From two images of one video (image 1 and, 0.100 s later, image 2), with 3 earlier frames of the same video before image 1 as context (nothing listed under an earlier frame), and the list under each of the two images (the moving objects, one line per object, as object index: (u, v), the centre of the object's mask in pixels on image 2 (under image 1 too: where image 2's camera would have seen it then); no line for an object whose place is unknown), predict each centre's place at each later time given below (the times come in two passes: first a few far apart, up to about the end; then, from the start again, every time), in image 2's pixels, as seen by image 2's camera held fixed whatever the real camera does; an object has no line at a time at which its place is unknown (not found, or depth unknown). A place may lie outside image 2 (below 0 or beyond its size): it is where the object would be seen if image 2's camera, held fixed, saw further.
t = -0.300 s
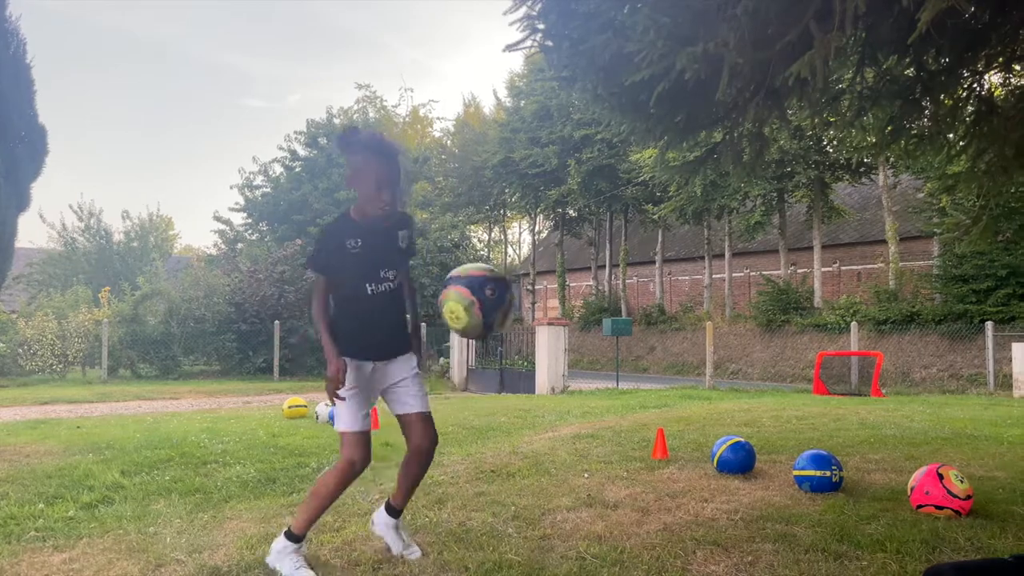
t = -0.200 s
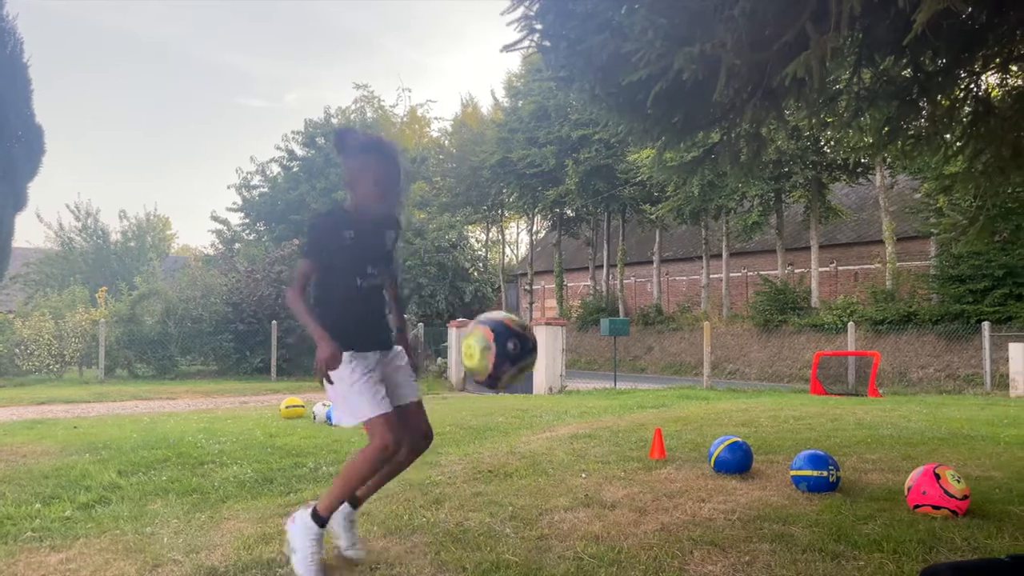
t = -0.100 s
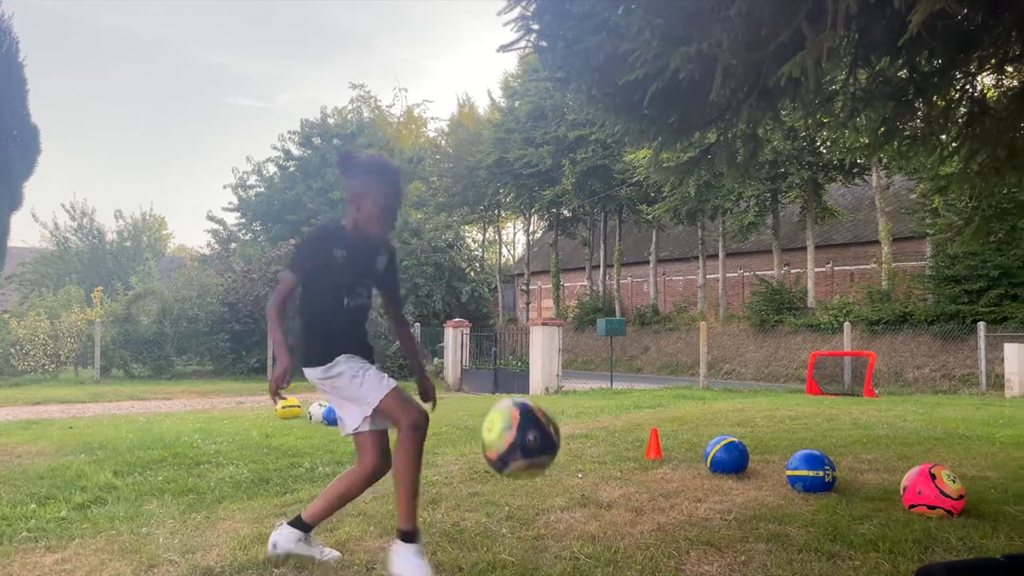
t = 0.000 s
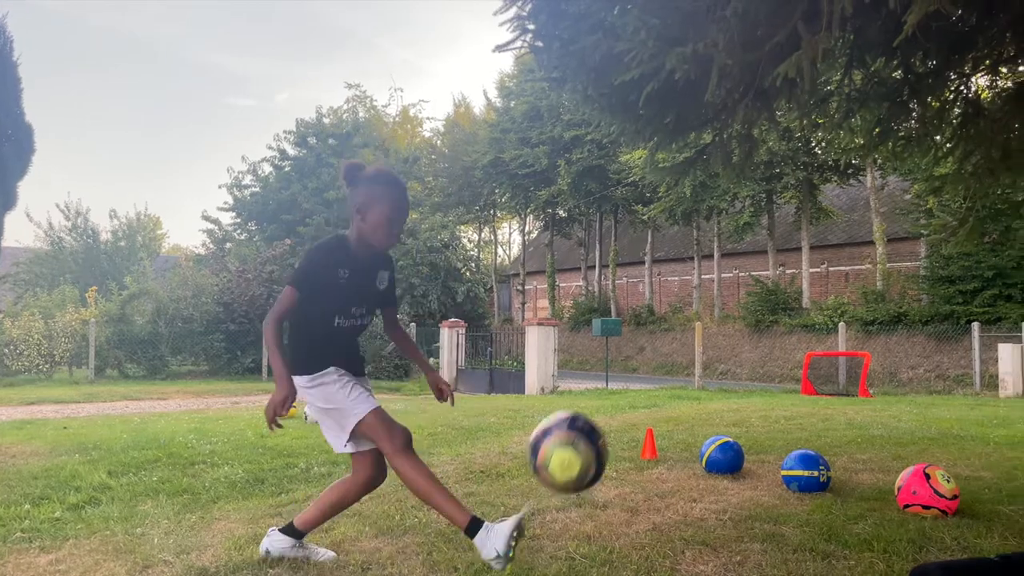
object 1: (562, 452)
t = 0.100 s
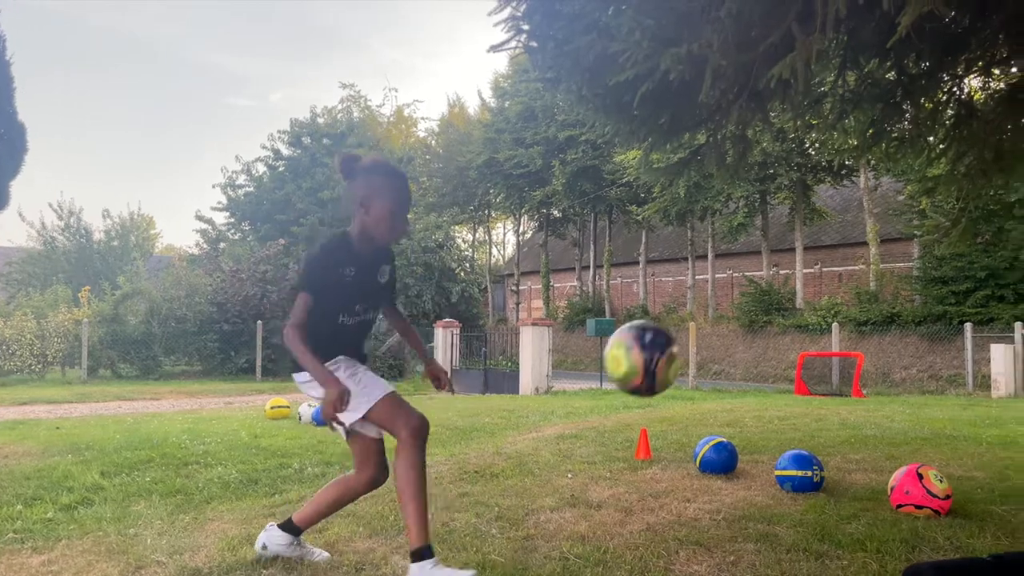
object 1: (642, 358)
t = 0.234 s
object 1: (740, 292)
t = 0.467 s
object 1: (900, 321)
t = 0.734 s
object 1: (1052, 512)
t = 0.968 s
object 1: (1071, 415)
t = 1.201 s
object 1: (1092, 466)
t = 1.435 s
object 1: (1119, 470)
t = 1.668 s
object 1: (1143, 467)
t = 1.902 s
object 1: (1161, 460)
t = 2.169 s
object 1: (1177, 456)
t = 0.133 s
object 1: (668, 336)
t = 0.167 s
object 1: (693, 318)
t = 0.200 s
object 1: (717, 303)
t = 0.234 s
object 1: (740, 292)
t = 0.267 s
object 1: (765, 286)
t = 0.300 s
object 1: (789, 282)
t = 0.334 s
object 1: (811, 284)
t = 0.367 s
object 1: (833, 287)
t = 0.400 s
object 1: (857, 296)
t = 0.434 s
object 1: (878, 307)
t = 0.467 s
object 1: (900, 321)
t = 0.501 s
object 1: (922, 339)
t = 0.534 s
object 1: (942, 360)
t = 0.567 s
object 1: (963, 384)
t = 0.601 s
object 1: (983, 411)
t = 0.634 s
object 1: (1004, 440)
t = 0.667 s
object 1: (1022, 474)
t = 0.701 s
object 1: (1042, 510)
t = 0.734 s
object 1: (1052, 512)
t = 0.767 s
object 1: (1055, 488)
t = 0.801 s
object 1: (1057, 468)
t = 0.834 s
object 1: (1060, 450)
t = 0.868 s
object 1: (1063, 436)
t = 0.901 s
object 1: (1065, 426)
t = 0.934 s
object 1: (1068, 418)
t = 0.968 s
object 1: (1071, 415)
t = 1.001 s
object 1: (1073, 414)
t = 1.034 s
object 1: (1076, 416)
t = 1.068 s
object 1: (1079, 420)
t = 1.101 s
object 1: (1082, 428)
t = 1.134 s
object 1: (1086, 438)
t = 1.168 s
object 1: (1089, 450)
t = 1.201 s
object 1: (1092, 466)
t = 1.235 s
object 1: (1094, 483)
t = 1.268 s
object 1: (1098, 482)
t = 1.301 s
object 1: (1102, 477)
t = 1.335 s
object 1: (1106, 471)
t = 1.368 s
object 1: (1111, 467)
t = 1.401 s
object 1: (1115, 467)
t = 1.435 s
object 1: (1119, 470)
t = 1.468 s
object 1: (1123, 473)
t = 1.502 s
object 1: (1126, 472)
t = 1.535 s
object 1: (1131, 469)
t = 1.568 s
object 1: (1134, 466)
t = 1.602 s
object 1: (1136, 466)
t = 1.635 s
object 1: (1140, 466)
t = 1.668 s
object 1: (1143, 467)
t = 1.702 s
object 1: (1147, 467)
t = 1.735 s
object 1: (1149, 466)
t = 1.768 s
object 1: (1152, 464)
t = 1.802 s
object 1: (1155, 463)
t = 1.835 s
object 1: (1157, 463)
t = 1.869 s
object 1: (1159, 461)
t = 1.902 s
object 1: (1161, 460)
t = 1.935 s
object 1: (1163, 458)
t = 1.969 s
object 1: (1166, 457)
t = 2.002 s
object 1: (1169, 459)
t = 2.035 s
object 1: (1170, 458)
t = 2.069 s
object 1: (1172, 458)
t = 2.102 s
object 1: (1175, 457)
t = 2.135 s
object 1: (1177, 456)
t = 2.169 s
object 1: (1177, 456)
